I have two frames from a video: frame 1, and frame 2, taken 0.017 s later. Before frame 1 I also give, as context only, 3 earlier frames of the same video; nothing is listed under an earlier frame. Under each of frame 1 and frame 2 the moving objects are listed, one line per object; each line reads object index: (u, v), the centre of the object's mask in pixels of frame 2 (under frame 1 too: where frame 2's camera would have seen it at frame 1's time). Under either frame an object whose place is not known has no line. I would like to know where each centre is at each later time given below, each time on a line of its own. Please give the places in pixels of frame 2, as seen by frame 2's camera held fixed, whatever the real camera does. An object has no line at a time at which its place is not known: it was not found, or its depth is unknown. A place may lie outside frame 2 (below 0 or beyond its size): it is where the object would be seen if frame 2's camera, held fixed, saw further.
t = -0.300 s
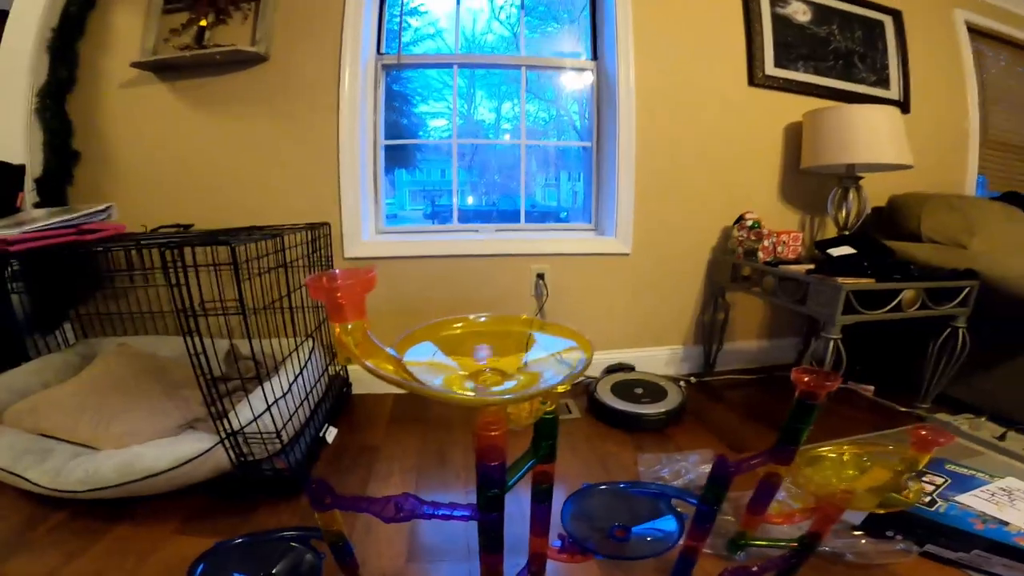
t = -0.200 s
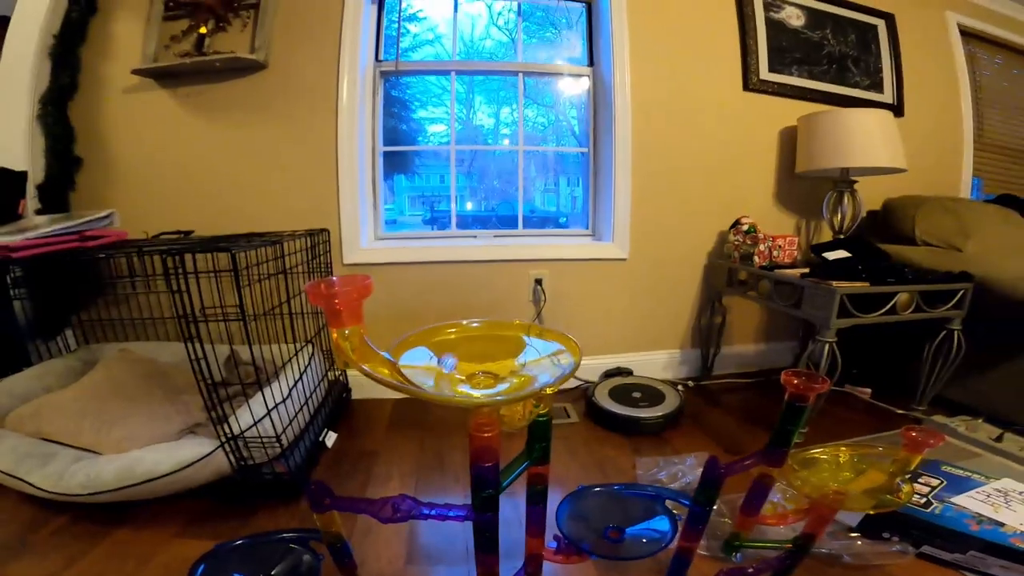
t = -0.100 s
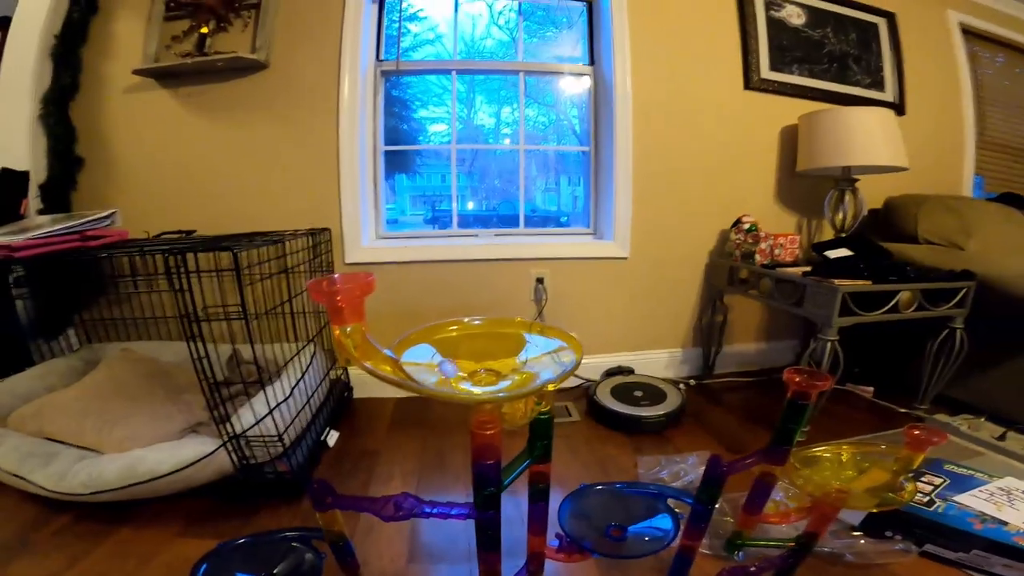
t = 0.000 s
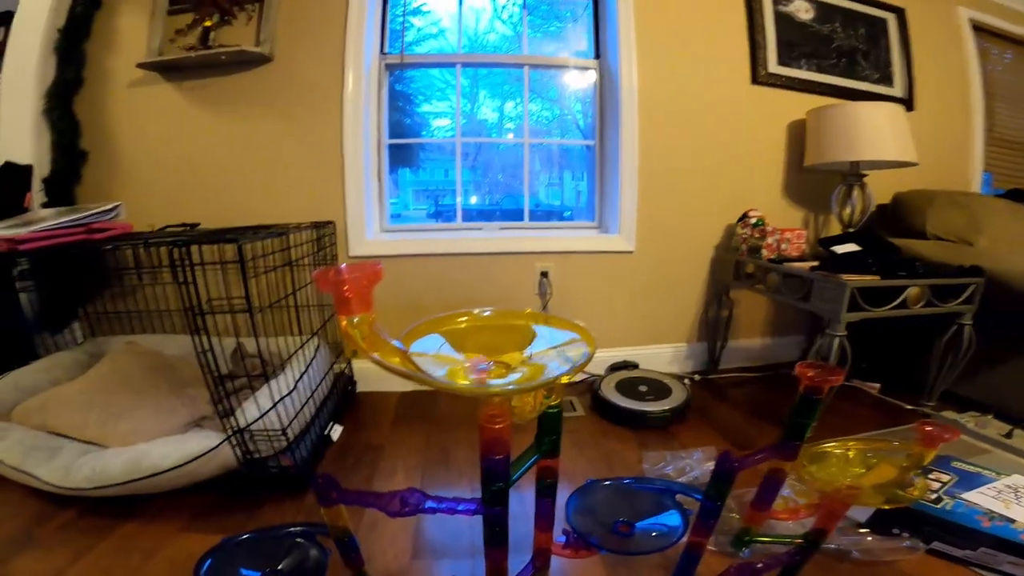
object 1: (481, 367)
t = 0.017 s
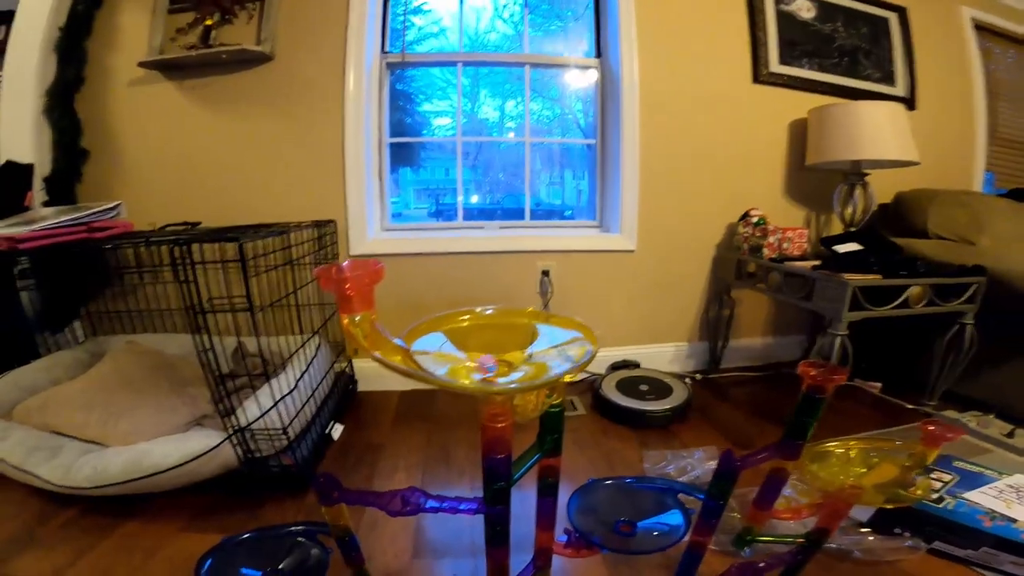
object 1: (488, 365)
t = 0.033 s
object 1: (493, 366)
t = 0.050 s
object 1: (498, 366)
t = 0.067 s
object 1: (503, 364)
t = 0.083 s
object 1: (511, 361)
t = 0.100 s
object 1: (518, 362)
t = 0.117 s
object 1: (518, 357)
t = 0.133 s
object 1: (522, 353)
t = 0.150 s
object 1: (524, 350)
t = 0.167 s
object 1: (526, 347)
